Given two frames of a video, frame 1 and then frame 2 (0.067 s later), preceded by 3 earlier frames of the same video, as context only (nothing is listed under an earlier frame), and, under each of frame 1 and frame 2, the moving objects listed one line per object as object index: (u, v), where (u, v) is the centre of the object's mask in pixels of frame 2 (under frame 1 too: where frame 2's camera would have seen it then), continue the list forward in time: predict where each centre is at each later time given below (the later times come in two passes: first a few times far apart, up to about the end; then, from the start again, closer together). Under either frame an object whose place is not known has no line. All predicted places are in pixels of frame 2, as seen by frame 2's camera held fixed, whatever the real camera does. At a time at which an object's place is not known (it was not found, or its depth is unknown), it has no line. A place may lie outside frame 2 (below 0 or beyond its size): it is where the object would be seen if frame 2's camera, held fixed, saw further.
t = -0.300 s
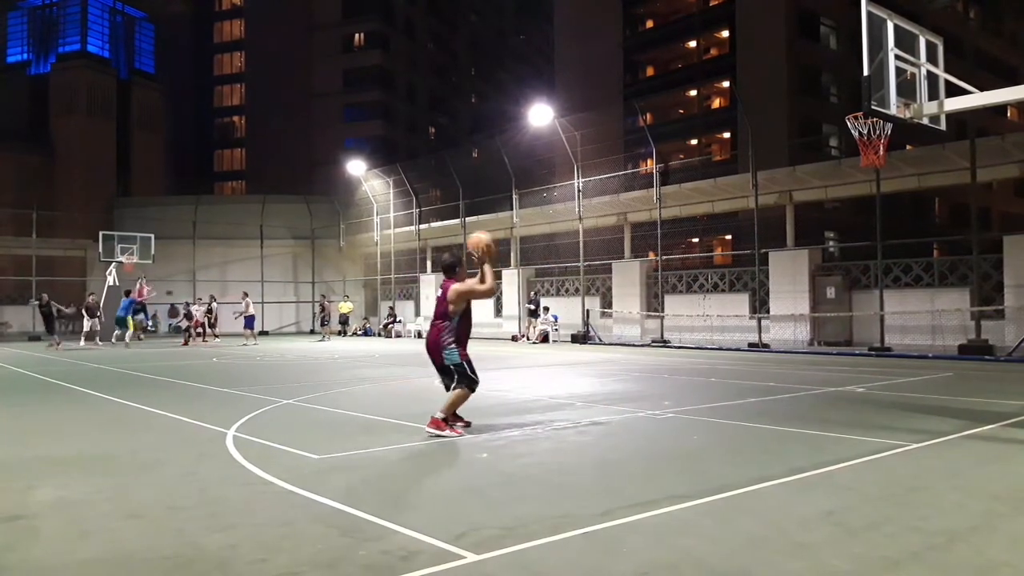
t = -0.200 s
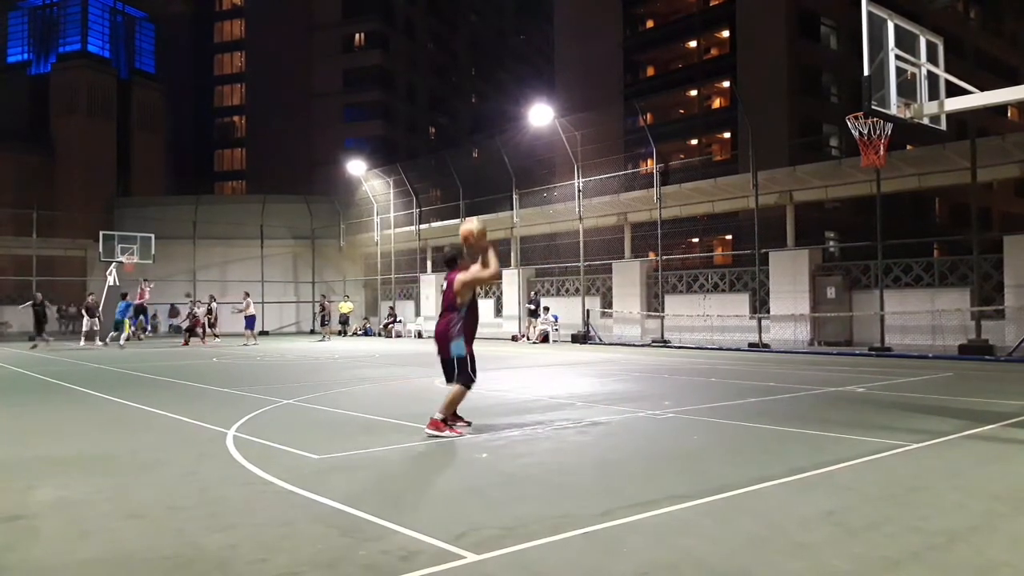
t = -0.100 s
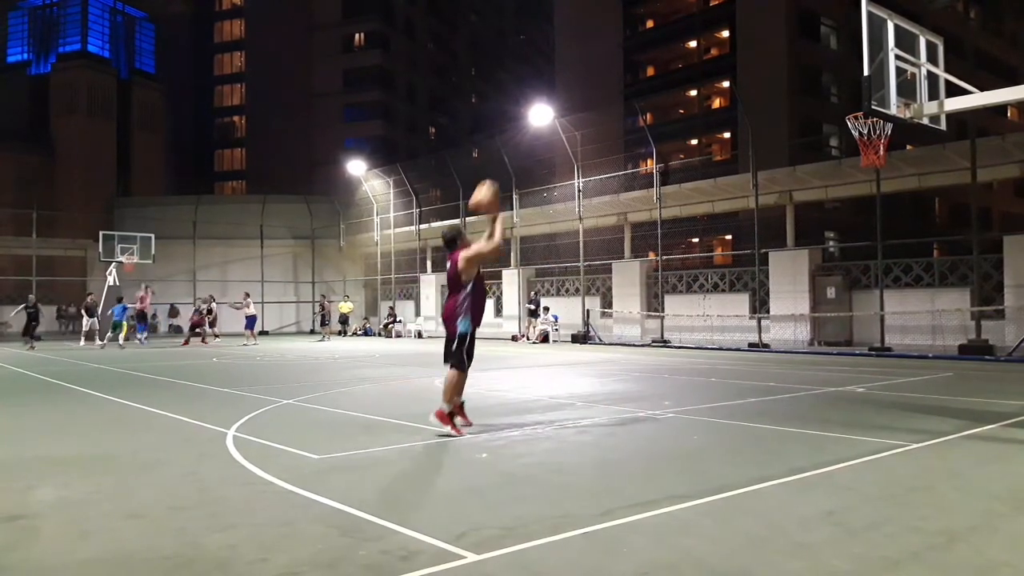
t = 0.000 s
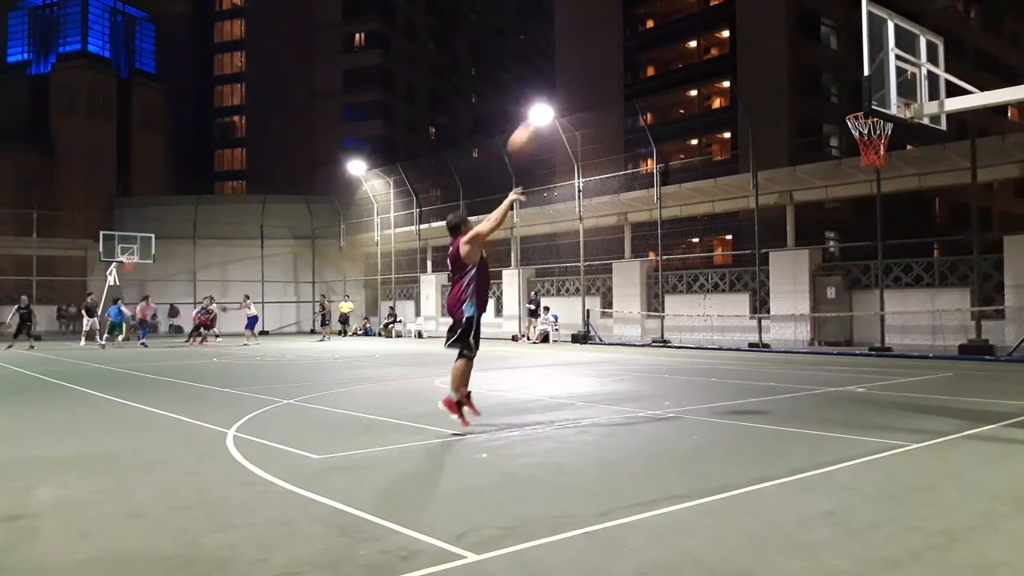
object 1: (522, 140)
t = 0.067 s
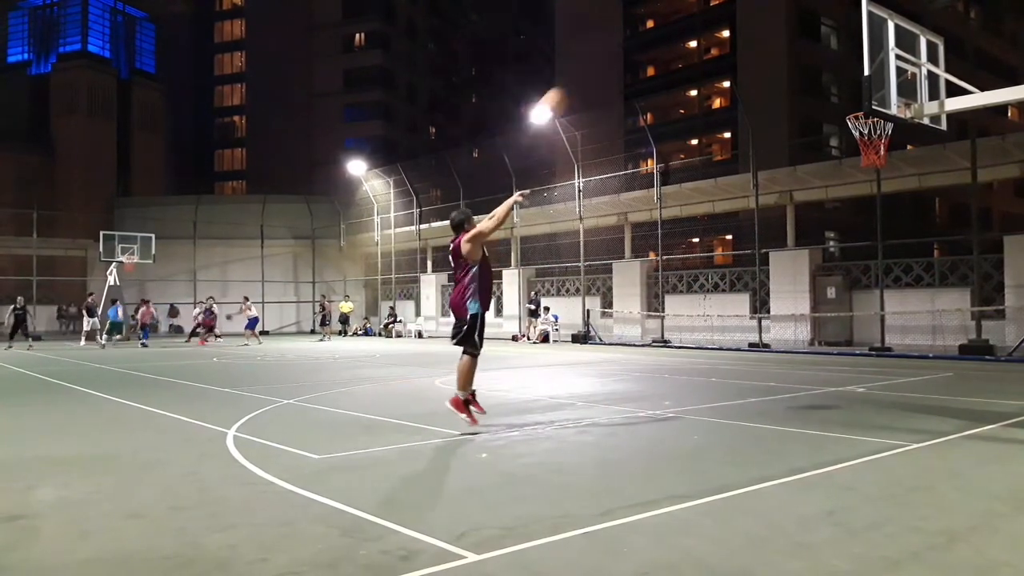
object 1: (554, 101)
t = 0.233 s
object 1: (616, 43)
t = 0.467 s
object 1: (696, 10)
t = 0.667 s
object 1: (762, 21)
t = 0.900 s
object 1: (832, 79)
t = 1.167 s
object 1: (898, 103)
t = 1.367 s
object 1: (899, 105)
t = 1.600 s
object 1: (886, 157)
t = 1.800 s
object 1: (884, 231)
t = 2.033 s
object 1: (881, 357)
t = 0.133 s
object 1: (578, 77)
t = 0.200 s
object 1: (603, 53)
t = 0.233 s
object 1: (616, 43)
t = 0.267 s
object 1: (628, 35)
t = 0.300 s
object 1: (640, 28)
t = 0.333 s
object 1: (651, 22)
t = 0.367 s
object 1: (662, 17)
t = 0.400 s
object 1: (674, 13)
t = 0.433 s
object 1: (685, 11)
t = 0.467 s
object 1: (696, 10)
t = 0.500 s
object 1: (707, 10)
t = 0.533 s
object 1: (718, 10)
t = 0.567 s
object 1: (729, 11)
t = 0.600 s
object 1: (741, 13)
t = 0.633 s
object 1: (751, 17)
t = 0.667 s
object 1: (762, 21)
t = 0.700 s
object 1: (772, 26)
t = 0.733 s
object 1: (783, 34)
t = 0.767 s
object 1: (793, 41)
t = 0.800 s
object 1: (802, 49)
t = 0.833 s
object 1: (813, 59)
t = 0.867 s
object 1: (822, 69)
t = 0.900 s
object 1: (832, 79)
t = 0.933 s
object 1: (841, 92)
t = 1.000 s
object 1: (855, 109)
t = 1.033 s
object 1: (859, 107)
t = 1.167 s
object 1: (898, 103)
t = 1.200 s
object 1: (906, 97)
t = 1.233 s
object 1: (908, 98)
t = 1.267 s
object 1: (905, 99)
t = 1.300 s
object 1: (903, 100)
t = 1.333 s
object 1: (902, 103)
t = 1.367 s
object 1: (899, 105)
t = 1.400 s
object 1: (900, 105)
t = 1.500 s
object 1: (894, 134)
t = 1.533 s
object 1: (892, 140)
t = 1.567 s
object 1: (893, 145)
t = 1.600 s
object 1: (886, 157)
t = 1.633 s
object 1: (886, 167)
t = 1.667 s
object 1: (886, 177)
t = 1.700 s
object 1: (885, 191)
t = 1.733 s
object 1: (885, 204)
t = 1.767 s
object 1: (884, 217)
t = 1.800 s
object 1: (884, 231)
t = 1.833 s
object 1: (883, 245)
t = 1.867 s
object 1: (882, 262)
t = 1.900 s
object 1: (882, 279)
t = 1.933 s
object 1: (881, 296)
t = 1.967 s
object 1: (881, 317)
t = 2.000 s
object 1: (880, 337)
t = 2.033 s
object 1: (881, 357)
